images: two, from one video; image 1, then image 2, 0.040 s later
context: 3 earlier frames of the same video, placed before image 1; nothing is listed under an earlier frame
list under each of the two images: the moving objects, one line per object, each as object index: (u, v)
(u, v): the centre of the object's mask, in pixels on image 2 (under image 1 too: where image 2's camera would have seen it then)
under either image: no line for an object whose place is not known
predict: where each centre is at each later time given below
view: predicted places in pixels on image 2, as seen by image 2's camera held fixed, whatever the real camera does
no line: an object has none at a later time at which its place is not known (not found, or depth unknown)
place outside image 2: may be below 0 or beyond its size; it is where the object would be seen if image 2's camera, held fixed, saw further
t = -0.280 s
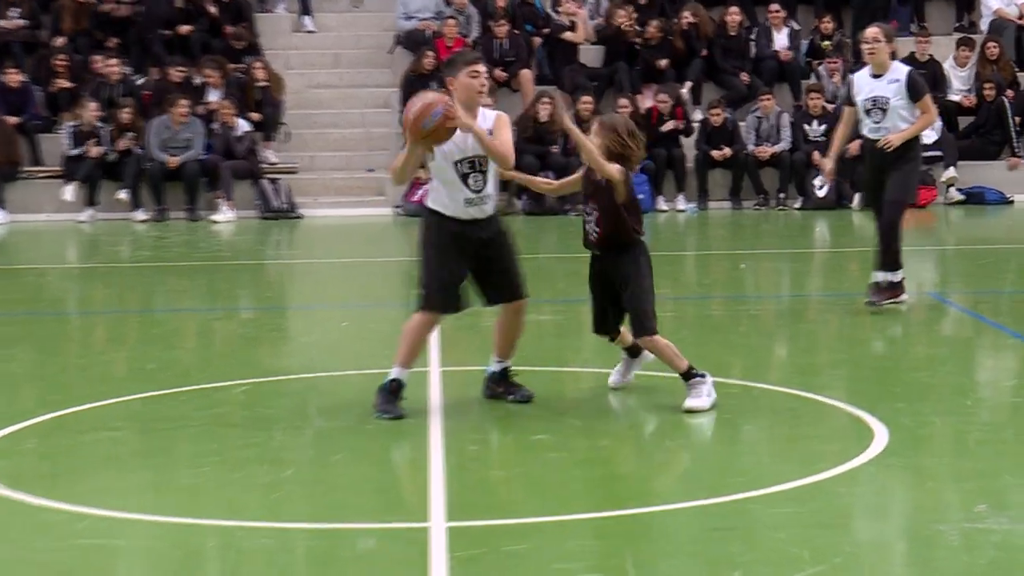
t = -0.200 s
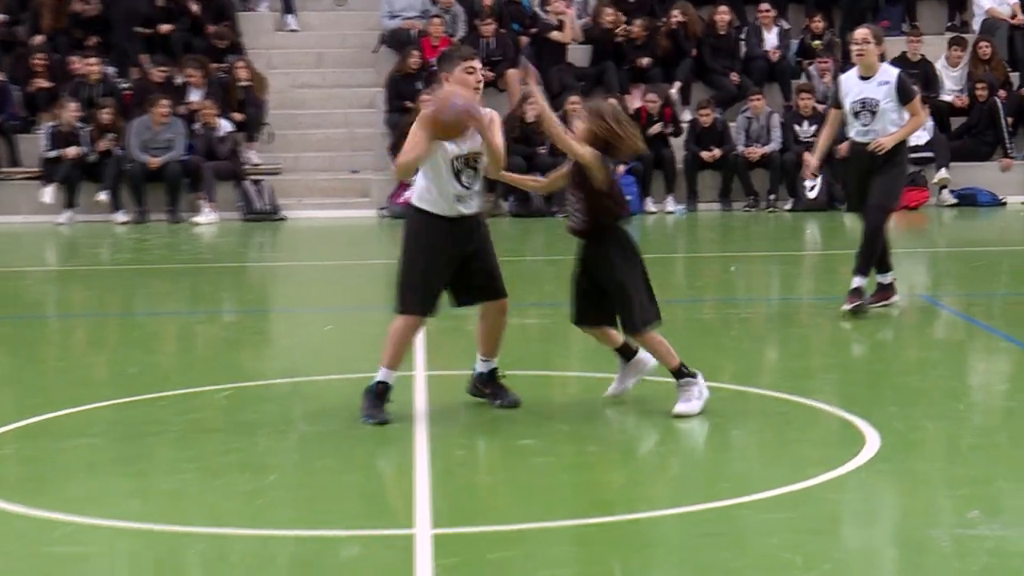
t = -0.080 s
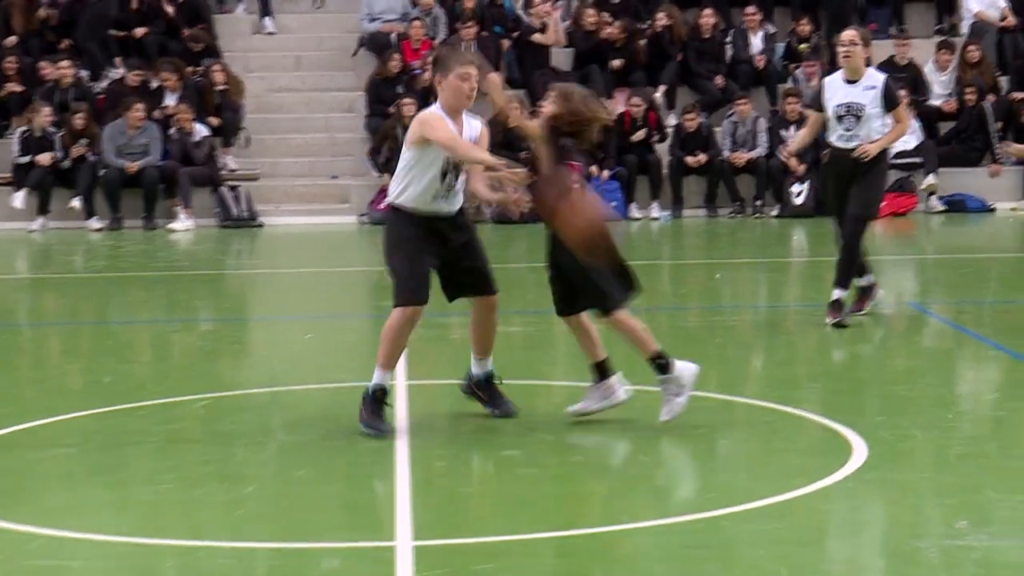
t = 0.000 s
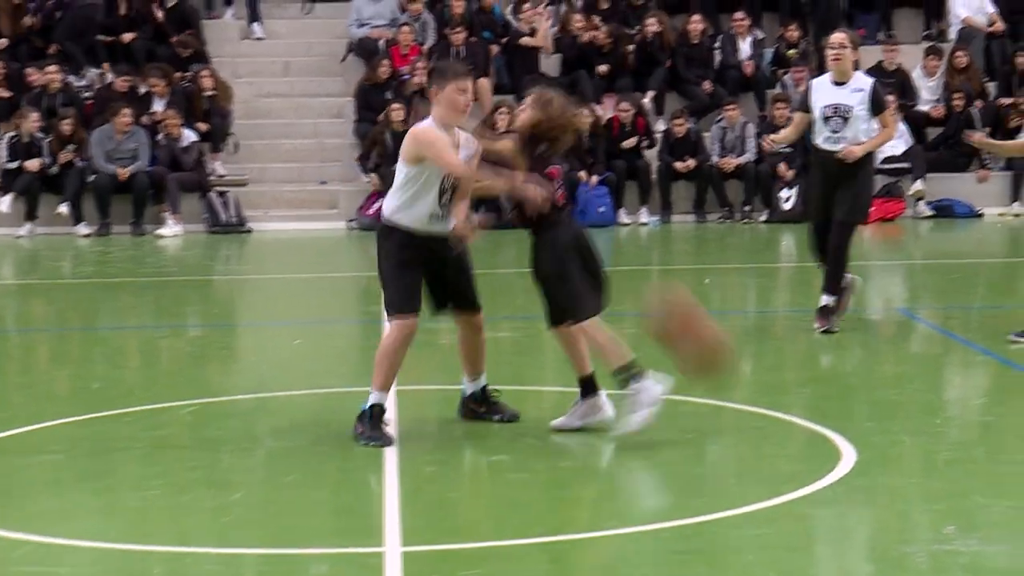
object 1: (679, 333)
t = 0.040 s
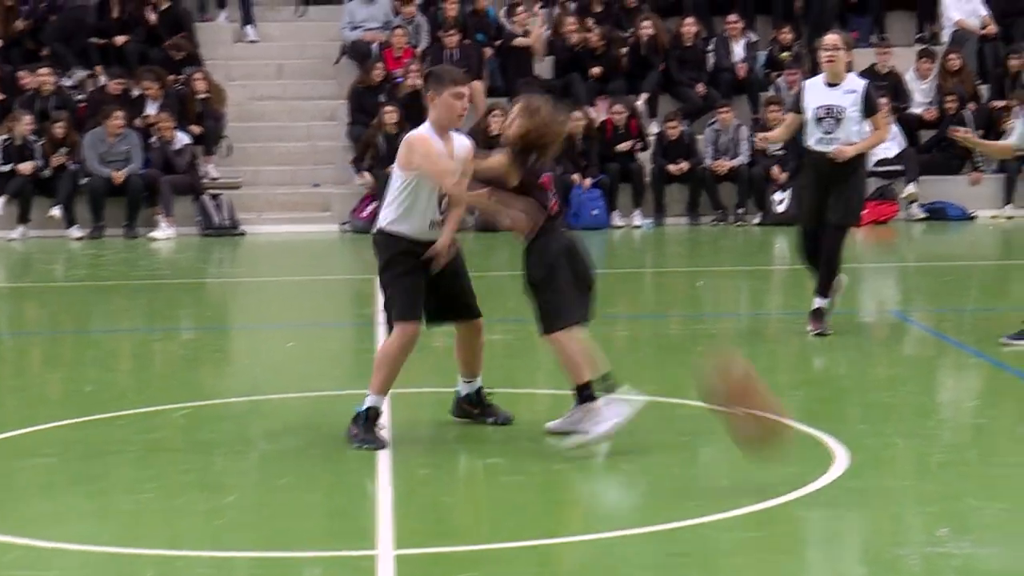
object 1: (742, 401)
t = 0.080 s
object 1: (800, 458)
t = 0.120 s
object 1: (841, 411)
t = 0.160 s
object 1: (873, 366)
